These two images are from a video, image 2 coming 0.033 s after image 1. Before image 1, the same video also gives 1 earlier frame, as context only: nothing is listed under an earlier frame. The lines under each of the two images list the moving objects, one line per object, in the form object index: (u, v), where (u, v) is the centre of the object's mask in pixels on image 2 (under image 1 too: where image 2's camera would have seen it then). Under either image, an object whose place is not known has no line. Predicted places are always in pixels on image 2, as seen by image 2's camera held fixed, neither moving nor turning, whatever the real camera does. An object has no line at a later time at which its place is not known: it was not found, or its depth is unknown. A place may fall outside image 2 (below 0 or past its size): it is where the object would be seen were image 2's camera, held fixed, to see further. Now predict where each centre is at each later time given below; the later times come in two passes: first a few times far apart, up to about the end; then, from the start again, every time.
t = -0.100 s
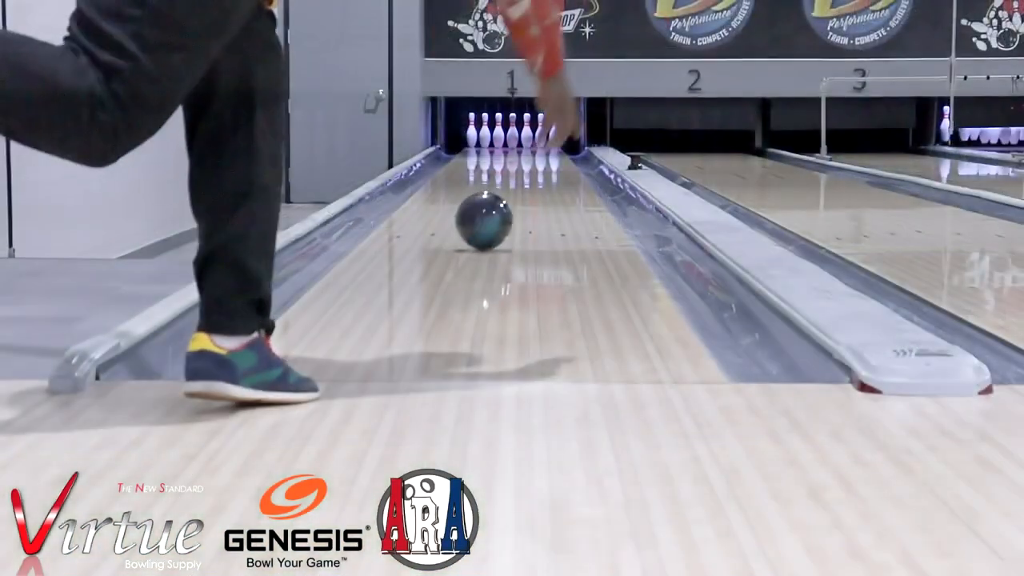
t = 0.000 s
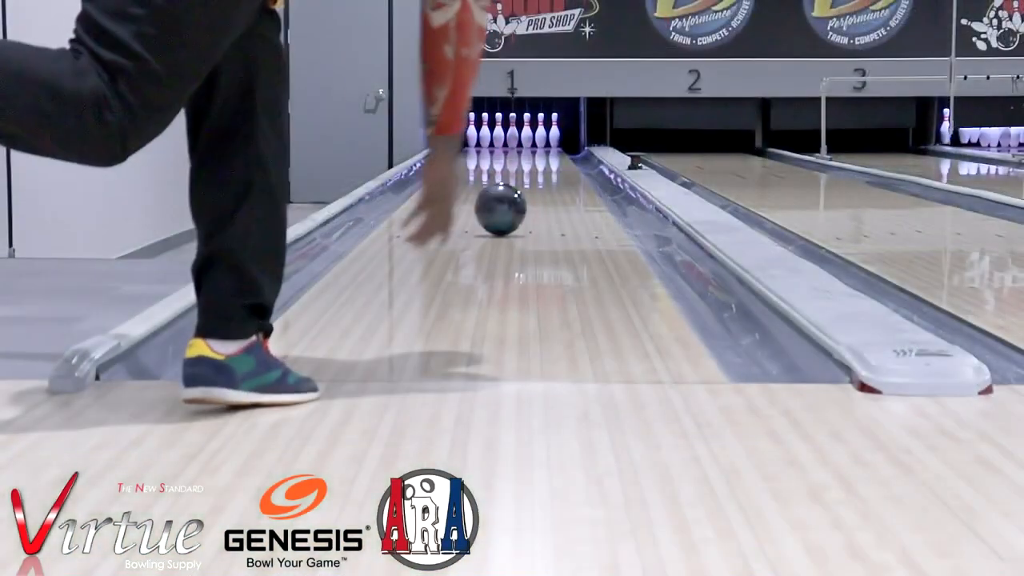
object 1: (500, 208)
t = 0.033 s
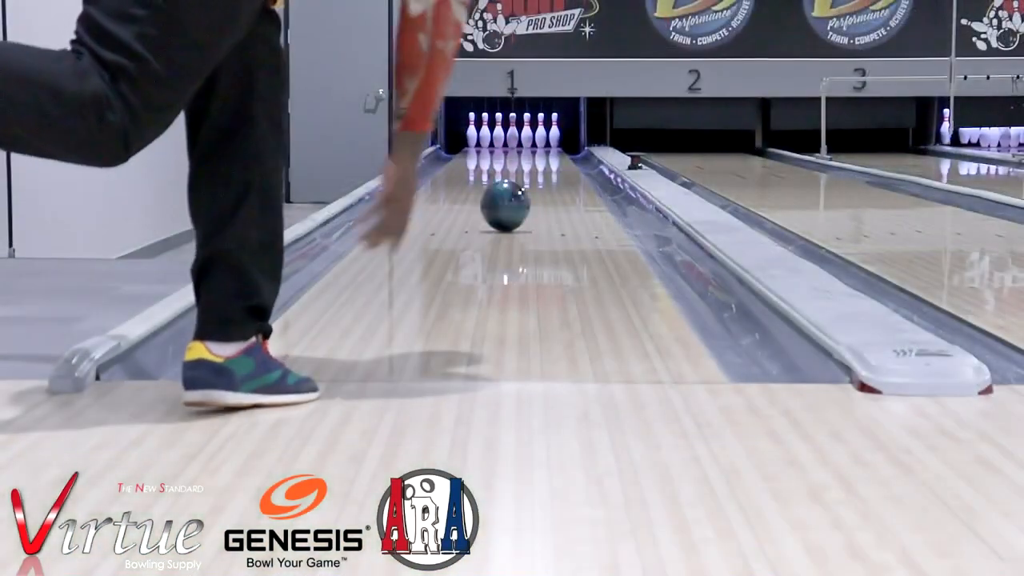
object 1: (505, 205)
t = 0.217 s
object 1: (526, 190)
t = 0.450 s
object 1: (544, 175)
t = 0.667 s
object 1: (557, 166)
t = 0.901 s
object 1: (563, 158)
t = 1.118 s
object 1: (564, 152)
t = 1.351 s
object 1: (556, 147)
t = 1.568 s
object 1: (539, 143)
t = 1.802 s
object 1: (521, 140)
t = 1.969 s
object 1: (518, 138)
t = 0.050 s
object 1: (507, 203)
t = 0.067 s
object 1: (510, 202)
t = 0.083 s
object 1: (512, 201)
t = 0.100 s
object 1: (514, 199)
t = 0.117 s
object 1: (515, 198)
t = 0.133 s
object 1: (517, 196)
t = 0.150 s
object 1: (519, 194)
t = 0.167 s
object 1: (521, 193)
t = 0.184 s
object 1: (523, 192)
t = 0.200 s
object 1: (525, 191)
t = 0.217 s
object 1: (526, 190)
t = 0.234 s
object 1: (527, 188)
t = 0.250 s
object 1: (529, 187)
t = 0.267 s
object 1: (531, 186)
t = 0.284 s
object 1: (532, 185)
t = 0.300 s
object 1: (534, 184)
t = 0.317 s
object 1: (535, 183)
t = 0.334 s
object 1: (536, 182)
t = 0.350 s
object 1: (538, 181)
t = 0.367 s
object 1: (539, 180)
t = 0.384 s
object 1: (540, 179)
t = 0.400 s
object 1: (542, 178)
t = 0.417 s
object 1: (543, 177)
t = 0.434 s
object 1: (544, 176)
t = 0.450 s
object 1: (544, 175)
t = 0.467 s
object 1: (546, 175)
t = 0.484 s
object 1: (547, 174)
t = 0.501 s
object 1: (548, 173)
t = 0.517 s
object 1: (550, 172)
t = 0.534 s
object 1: (551, 171)
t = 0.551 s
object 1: (552, 170)
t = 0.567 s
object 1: (553, 170)
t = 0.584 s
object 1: (553, 170)
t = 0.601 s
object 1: (554, 168)
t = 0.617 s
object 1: (555, 168)
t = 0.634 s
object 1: (556, 167)
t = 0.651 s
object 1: (556, 167)
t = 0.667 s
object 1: (557, 166)
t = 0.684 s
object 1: (557, 165)
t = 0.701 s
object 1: (558, 165)
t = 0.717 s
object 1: (559, 164)
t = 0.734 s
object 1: (559, 163)
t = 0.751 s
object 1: (560, 163)
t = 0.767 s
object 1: (561, 162)
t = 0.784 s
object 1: (561, 162)
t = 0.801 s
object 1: (561, 161)
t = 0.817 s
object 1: (561, 161)
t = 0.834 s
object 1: (562, 160)
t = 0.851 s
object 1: (562, 159)
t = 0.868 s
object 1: (563, 159)
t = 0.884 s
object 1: (563, 158)
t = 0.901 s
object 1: (563, 158)
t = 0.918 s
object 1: (564, 157)
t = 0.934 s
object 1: (564, 157)
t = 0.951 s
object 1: (564, 156)
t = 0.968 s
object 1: (564, 156)
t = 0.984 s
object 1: (564, 155)
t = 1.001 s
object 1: (564, 155)
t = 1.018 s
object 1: (564, 154)
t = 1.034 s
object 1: (564, 154)
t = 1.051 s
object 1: (564, 153)
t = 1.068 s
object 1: (564, 153)
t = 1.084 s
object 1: (564, 153)
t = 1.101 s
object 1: (564, 152)
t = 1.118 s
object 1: (564, 152)
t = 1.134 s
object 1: (564, 151)
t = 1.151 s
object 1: (563, 151)
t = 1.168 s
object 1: (563, 150)
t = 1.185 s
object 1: (563, 150)
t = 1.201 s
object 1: (562, 150)
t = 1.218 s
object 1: (562, 150)
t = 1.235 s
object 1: (561, 149)
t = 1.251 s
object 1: (561, 149)
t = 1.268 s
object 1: (560, 148)
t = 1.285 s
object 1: (559, 148)
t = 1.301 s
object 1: (558, 148)
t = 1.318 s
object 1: (557, 147)
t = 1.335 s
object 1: (557, 147)
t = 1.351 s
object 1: (556, 147)
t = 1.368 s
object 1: (555, 146)
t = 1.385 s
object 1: (554, 146)
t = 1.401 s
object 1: (552, 146)
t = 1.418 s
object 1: (551, 145)
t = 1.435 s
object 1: (550, 145)
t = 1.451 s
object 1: (548, 145)
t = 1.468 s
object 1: (548, 144)
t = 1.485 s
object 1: (546, 144)
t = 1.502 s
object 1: (545, 144)
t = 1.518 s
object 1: (544, 144)
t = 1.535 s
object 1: (542, 144)
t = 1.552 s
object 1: (542, 143)
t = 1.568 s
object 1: (539, 143)
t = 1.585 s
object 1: (538, 143)
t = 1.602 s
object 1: (536, 142)
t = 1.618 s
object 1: (535, 142)
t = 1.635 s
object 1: (533, 142)
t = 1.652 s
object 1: (532, 142)
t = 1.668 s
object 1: (531, 142)
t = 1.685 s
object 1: (529, 141)
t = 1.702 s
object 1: (528, 141)
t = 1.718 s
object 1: (527, 140)
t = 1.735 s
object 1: (526, 140)
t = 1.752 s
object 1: (524, 140)
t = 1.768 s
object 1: (523, 140)
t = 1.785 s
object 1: (522, 139)
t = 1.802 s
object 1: (521, 140)
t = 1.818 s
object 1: (520, 139)
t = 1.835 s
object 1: (519, 139)
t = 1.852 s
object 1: (520, 139)
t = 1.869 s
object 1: (519, 139)
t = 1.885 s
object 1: (519, 138)
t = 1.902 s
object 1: (519, 138)
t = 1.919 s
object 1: (518, 138)
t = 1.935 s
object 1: (518, 138)
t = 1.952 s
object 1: (518, 139)
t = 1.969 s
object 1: (518, 138)
